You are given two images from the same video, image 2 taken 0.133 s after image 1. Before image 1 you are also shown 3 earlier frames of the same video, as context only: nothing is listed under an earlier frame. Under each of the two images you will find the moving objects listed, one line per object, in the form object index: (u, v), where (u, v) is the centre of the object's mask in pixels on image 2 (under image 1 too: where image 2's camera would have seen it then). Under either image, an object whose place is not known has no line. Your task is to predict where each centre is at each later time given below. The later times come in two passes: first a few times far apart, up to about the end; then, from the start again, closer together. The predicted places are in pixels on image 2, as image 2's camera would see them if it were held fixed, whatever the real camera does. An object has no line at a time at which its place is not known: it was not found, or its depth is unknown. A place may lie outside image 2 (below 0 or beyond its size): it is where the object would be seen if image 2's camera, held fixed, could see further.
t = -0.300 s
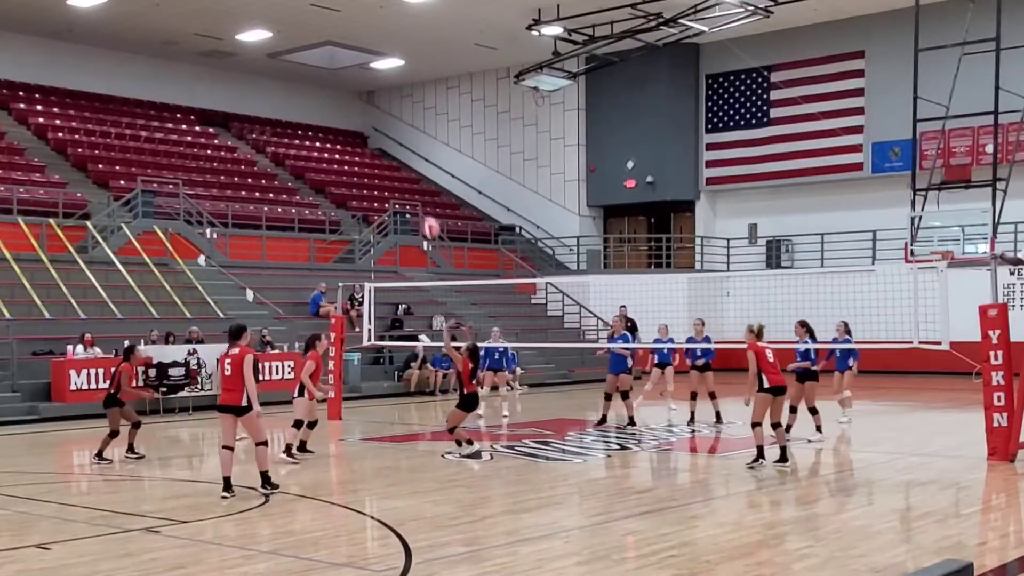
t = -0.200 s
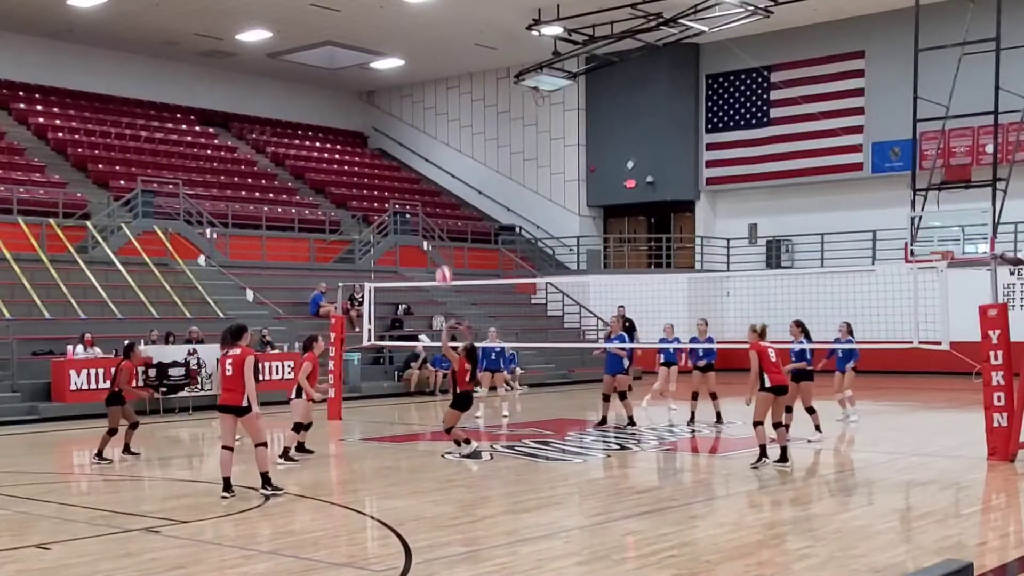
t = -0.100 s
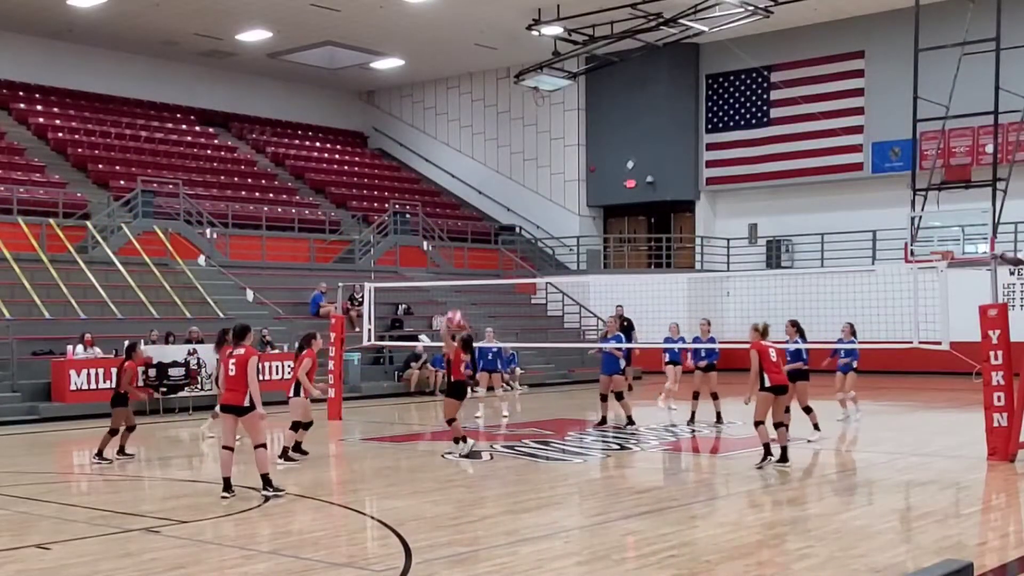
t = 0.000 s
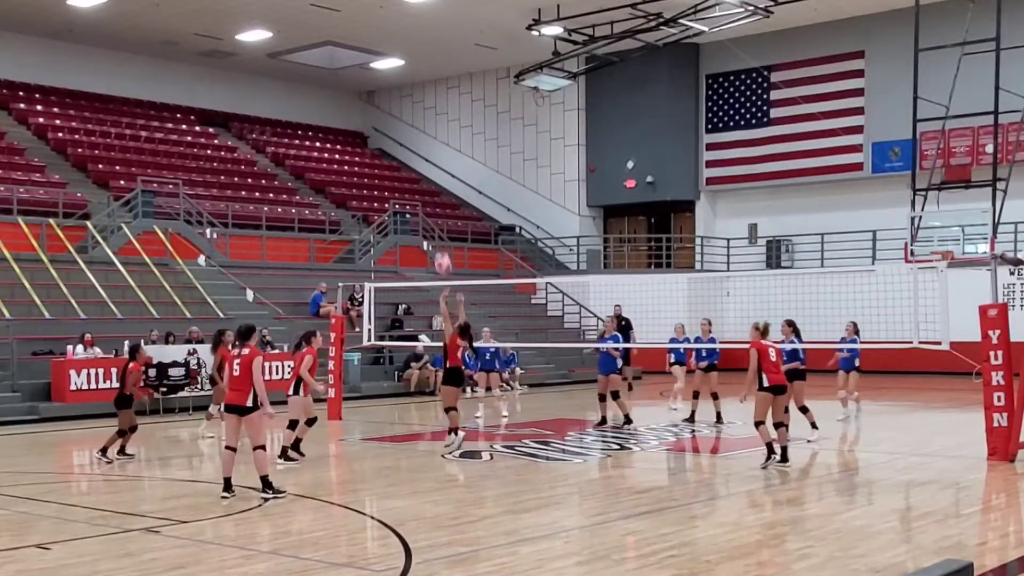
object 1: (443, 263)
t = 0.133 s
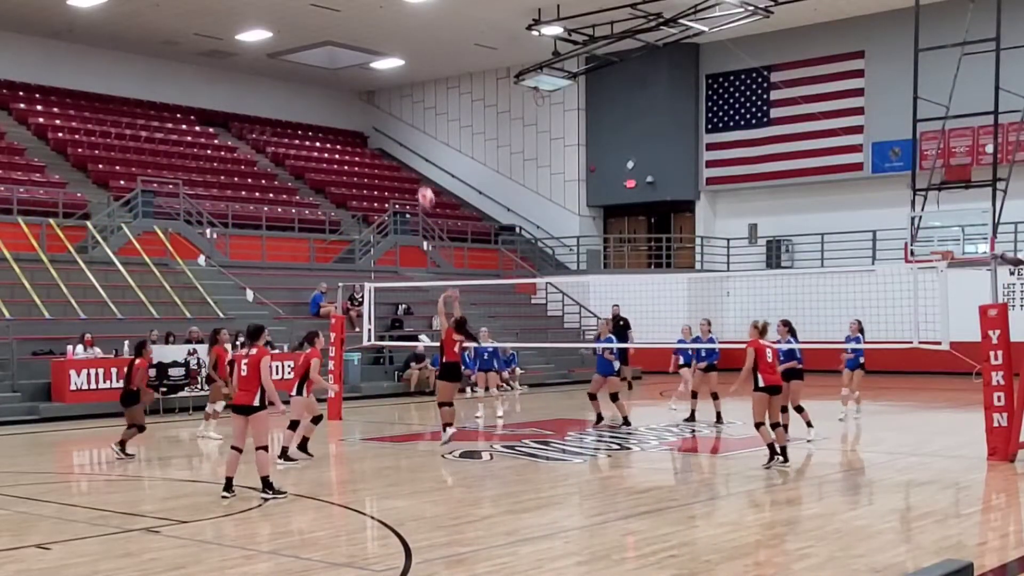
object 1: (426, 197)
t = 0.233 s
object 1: (414, 159)
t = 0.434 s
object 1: (392, 108)
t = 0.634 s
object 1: (372, 92)
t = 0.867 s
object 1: (351, 108)
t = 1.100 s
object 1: (333, 161)
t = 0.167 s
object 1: (422, 184)
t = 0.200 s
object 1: (418, 172)
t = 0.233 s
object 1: (414, 159)
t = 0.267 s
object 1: (410, 148)
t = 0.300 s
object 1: (407, 139)
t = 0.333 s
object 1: (402, 129)
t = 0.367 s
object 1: (399, 121)
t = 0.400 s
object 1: (396, 115)
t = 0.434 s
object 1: (392, 108)
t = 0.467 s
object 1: (389, 104)
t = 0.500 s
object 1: (385, 100)
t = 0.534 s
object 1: (382, 97)
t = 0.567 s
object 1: (378, 94)
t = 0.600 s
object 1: (375, 92)
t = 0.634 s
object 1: (372, 92)
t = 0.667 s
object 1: (369, 92)
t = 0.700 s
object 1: (366, 92)
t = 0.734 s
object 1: (363, 94)
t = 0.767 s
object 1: (360, 96)
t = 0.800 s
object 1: (357, 99)
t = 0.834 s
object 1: (354, 103)
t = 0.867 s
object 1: (351, 108)
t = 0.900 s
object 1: (349, 113)
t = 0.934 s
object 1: (346, 120)
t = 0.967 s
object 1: (343, 127)
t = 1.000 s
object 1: (340, 134)
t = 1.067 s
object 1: (335, 151)
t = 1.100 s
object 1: (333, 161)
